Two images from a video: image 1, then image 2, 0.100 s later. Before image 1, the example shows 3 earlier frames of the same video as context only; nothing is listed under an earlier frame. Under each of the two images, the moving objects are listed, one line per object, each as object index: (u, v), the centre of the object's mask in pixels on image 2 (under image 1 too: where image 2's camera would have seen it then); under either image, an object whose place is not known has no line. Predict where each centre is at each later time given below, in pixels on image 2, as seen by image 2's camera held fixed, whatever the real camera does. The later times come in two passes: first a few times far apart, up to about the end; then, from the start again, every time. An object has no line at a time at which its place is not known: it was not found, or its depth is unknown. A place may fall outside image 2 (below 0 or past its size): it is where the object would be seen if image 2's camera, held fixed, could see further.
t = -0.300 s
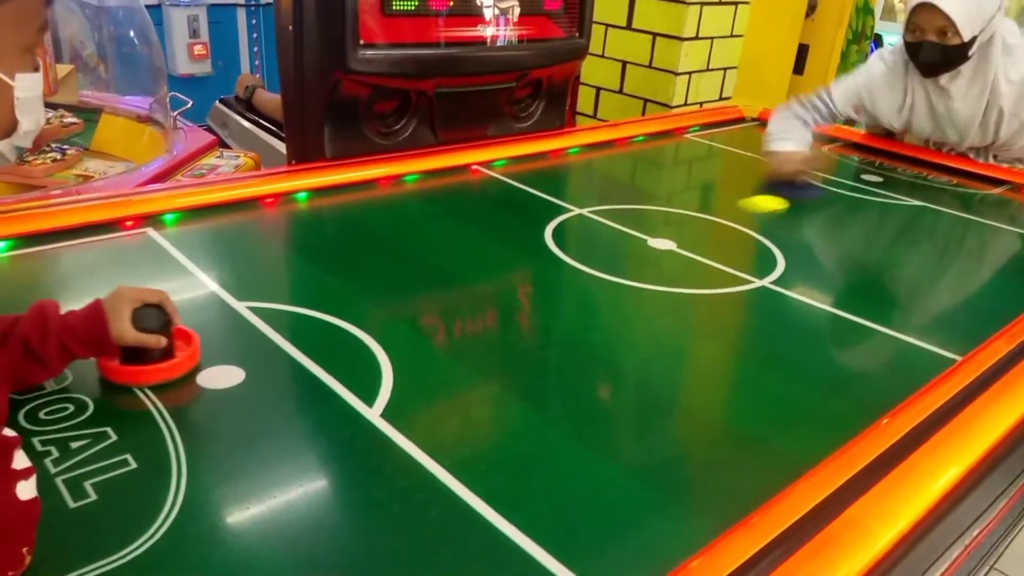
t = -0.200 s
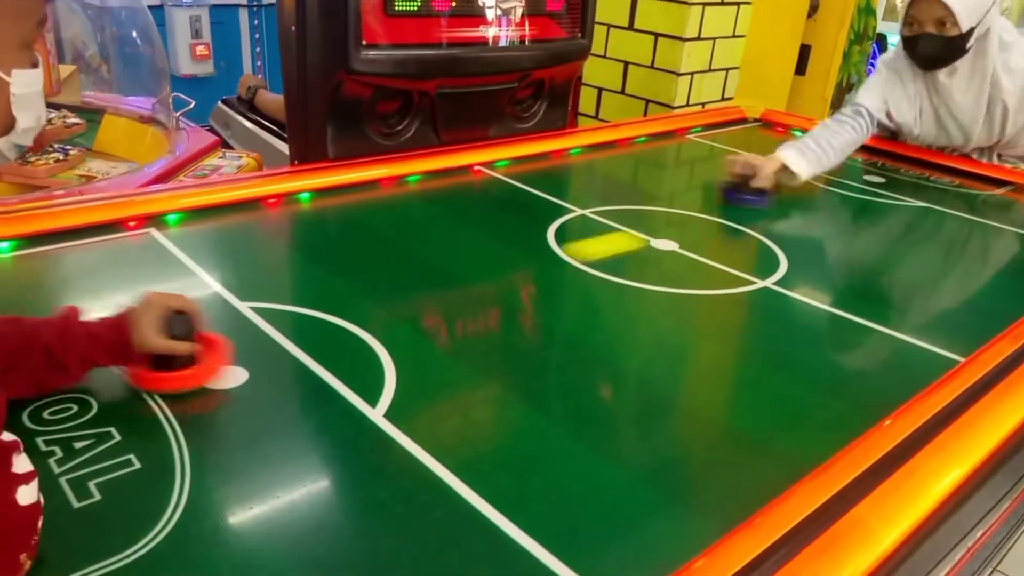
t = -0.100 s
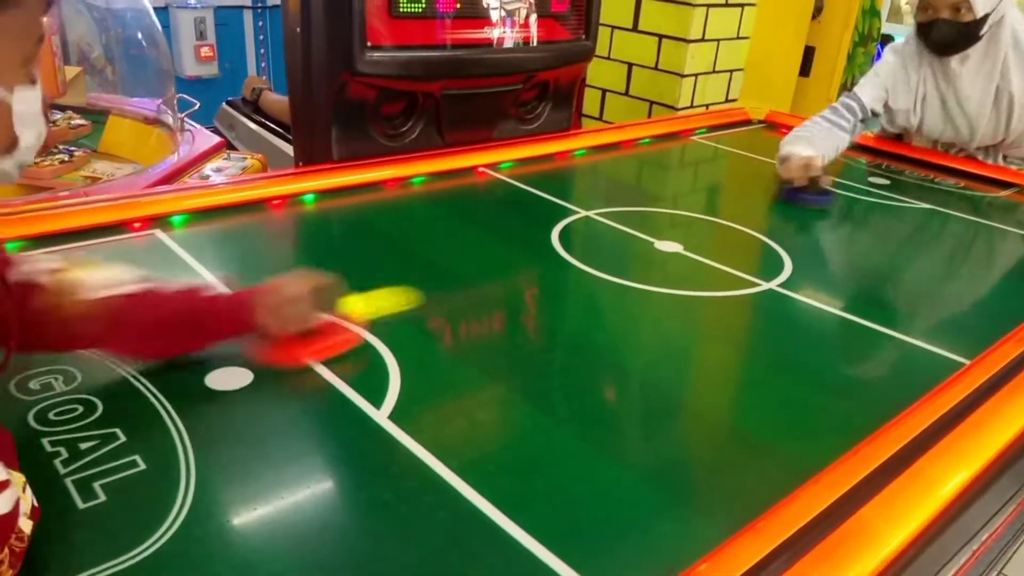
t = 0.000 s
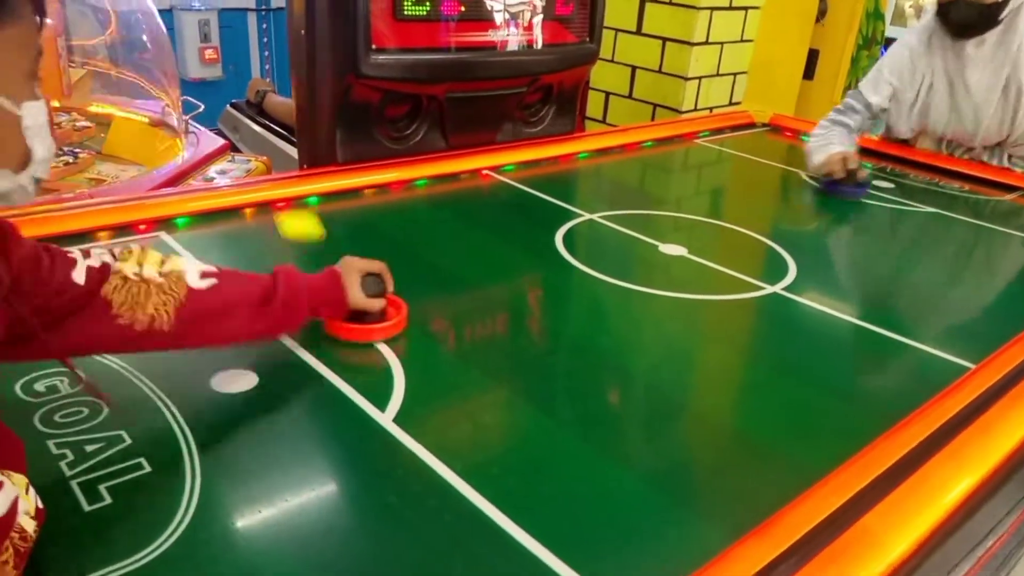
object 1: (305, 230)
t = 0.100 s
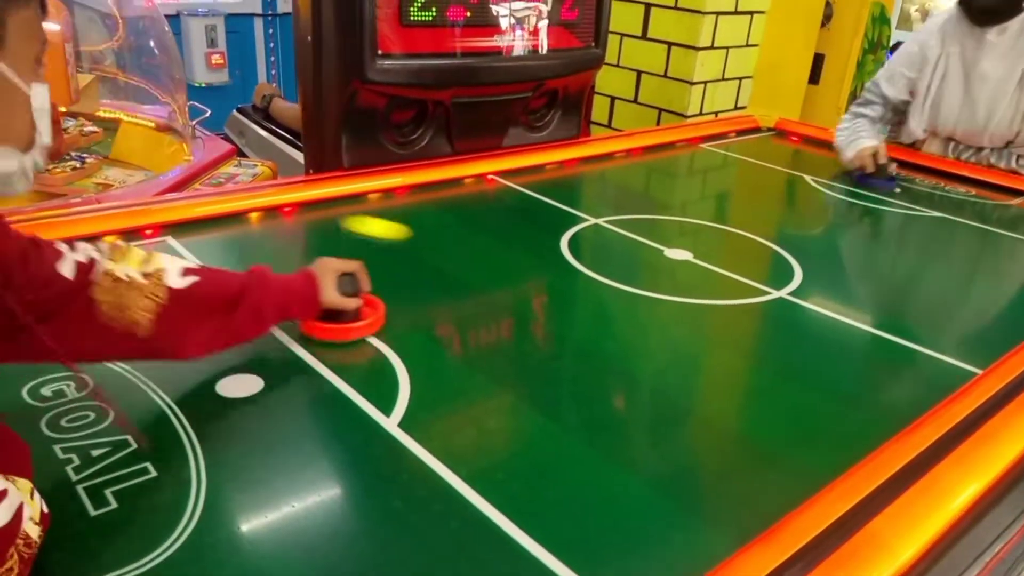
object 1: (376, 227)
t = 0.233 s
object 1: (536, 262)
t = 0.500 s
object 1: (913, 336)
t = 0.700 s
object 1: (926, 306)
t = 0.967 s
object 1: (819, 241)
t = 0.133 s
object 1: (415, 236)
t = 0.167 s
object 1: (455, 245)
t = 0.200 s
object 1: (495, 254)
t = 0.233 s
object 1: (536, 262)
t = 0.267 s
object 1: (577, 270)
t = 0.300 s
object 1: (624, 280)
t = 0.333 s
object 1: (669, 287)
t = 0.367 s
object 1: (713, 297)
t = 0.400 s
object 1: (763, 307)
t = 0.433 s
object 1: (808, 317)
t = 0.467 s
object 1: (860, 326)
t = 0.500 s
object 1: (913, 336)
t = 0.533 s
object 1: (959, 345)
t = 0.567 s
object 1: (987, 346)
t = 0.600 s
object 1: (978, 338)
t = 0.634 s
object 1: (960, 327)
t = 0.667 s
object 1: (942, 316)
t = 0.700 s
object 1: (926, 306)
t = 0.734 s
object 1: (910, 296)
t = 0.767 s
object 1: (895, 287)
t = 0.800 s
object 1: (881, 278)
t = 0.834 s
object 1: (867, 270)
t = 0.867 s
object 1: (854, 262)
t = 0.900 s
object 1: (842, 255)
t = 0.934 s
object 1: (830, 248)
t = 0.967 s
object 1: (819, 241)
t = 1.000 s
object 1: (808, 234)
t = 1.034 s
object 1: (799, 228)
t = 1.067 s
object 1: (789, 223)
